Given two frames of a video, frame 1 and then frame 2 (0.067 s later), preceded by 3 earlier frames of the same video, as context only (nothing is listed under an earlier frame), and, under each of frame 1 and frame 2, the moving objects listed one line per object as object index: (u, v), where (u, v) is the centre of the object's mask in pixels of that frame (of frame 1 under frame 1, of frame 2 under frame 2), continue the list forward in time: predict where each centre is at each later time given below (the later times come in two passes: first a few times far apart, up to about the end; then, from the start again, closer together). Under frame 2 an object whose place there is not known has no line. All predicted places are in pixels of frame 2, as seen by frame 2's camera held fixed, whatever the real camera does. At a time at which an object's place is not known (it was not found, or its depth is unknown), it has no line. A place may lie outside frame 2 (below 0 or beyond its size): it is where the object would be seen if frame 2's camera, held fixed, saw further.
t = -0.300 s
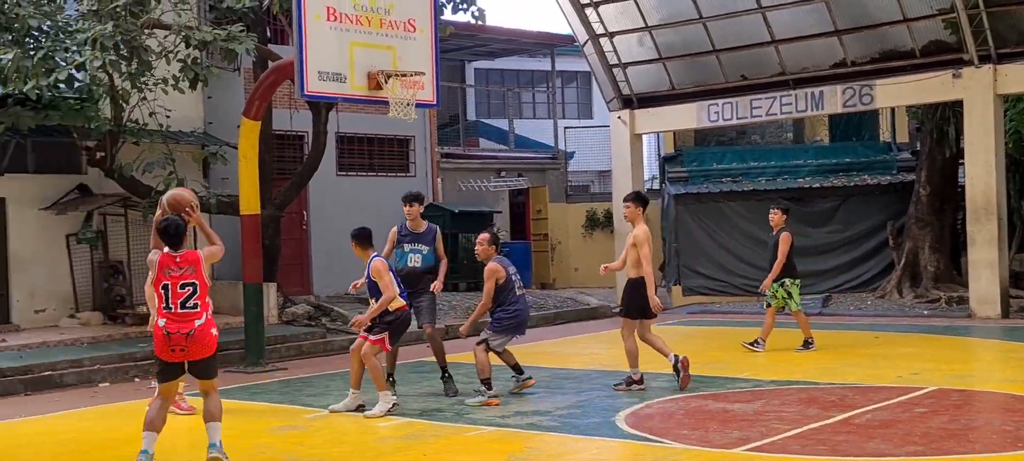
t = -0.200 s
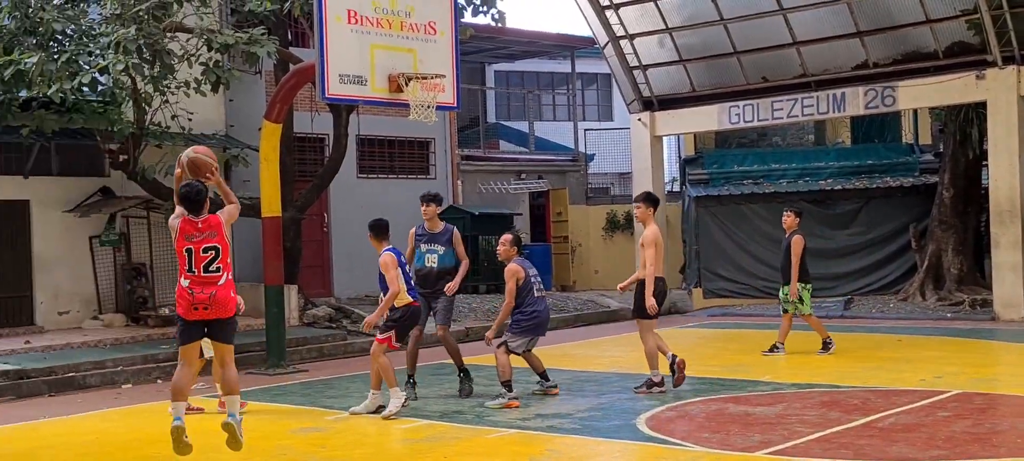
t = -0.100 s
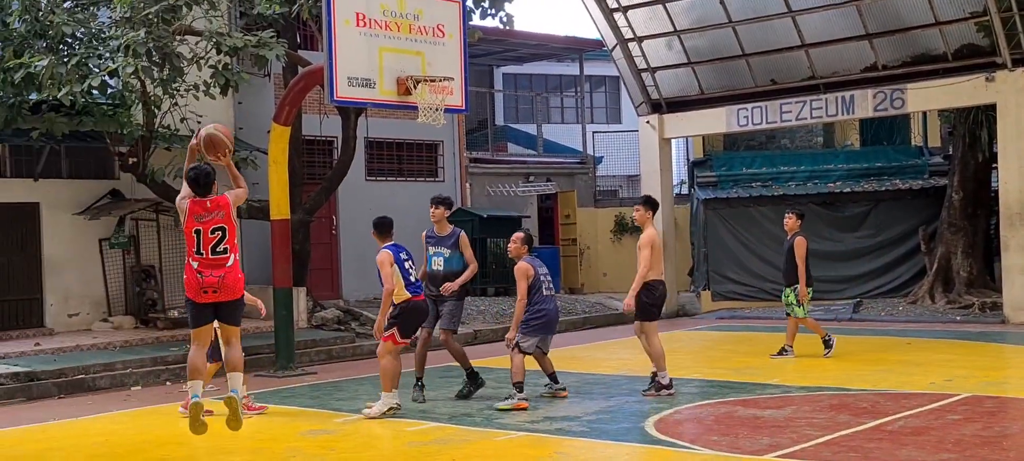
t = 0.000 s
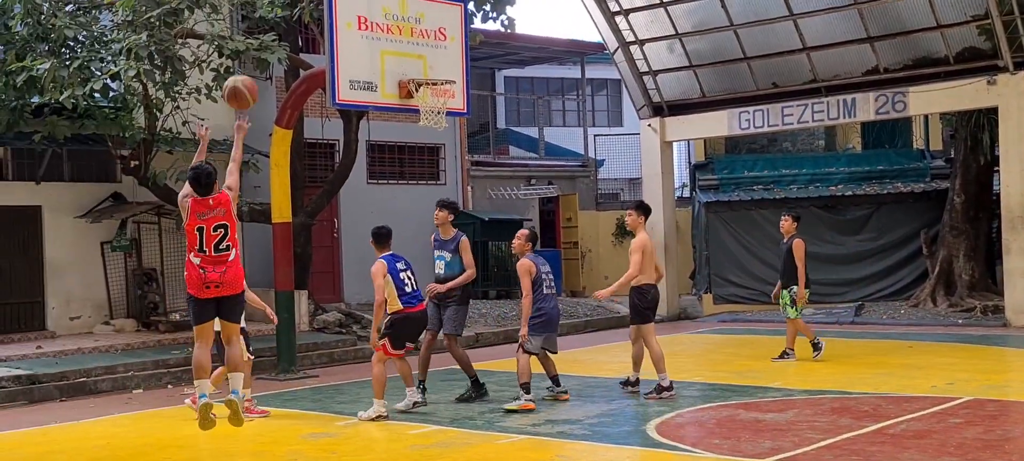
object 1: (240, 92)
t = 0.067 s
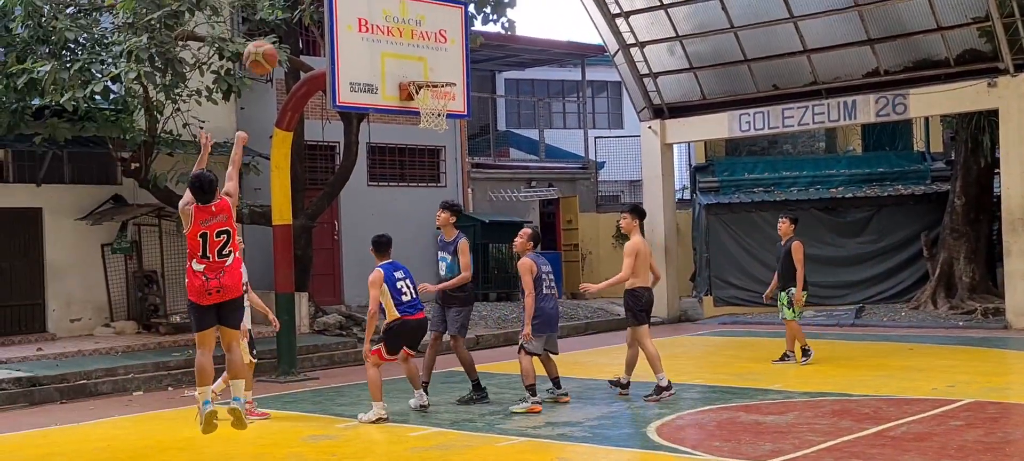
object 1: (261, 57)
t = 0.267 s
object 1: (315, 0)
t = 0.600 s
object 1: (388, 3)
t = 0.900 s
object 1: (434, 90)
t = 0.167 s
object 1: (289, 17)
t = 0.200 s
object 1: (297, 9)
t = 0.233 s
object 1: (306, 4)
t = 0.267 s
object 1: (315, 0)
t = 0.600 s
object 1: (388, 3)
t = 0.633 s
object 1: (394, 10)
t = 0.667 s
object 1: (401, 19)
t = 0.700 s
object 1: (408, 28)
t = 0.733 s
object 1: (414, 39)
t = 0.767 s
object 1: (419, 49)
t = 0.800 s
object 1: (425, 61)
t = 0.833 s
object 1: (431, 72)
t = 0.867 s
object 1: (435, 82)
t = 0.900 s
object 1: (434, 90)
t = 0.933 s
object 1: (433, 95)
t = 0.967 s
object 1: (431, 95)
